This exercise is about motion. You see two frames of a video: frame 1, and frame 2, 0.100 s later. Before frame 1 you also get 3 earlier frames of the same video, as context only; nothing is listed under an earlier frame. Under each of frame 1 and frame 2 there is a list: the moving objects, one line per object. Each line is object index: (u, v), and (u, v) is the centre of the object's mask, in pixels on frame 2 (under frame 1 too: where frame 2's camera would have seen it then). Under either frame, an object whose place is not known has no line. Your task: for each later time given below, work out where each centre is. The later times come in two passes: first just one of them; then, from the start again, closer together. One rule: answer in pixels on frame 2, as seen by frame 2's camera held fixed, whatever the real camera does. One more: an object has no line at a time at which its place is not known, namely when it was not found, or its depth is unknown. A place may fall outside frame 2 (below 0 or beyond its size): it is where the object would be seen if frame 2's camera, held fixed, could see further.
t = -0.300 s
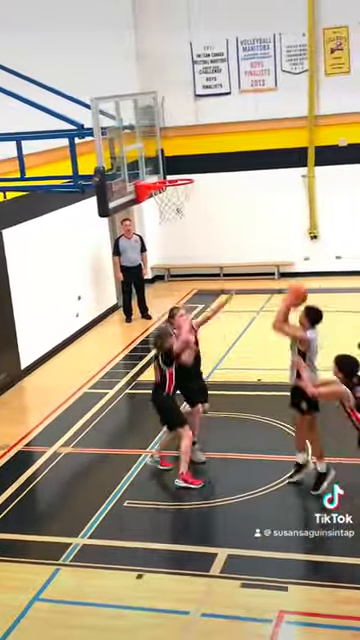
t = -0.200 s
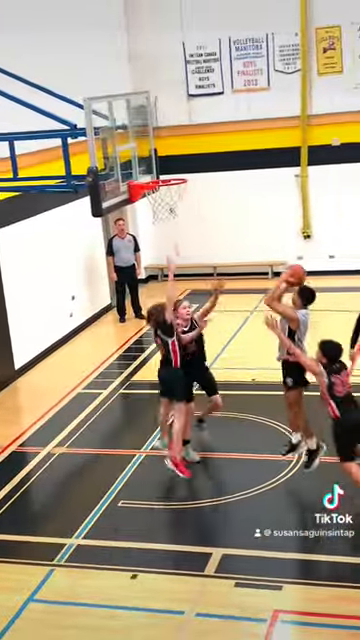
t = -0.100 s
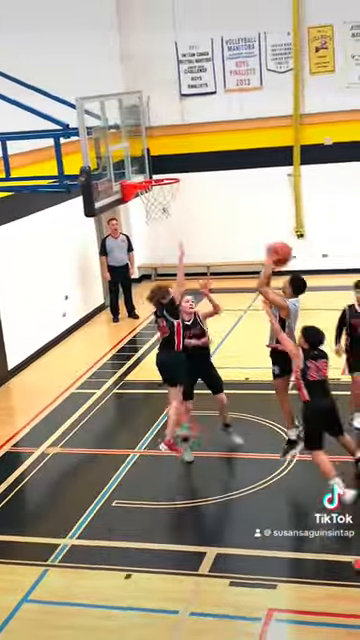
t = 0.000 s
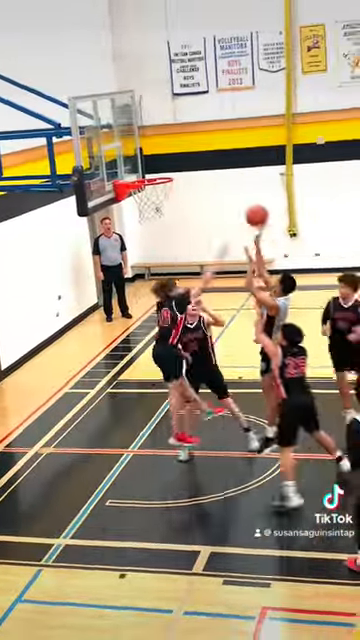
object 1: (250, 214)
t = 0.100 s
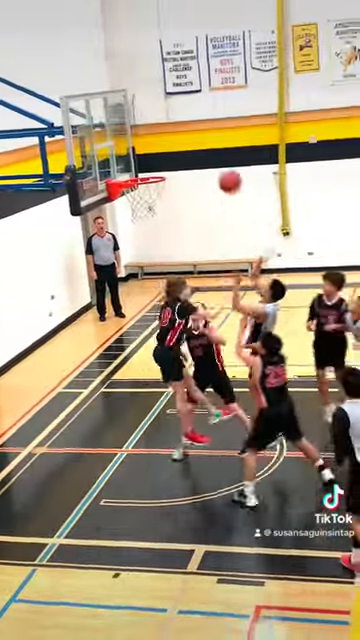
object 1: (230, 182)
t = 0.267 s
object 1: (199, 151)
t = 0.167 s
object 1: (216, 164)
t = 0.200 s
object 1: (211, 159)
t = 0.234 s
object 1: (205, 155)
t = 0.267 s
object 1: (199, 151)
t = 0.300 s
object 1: (191, 144)
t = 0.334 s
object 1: (185, 142)
